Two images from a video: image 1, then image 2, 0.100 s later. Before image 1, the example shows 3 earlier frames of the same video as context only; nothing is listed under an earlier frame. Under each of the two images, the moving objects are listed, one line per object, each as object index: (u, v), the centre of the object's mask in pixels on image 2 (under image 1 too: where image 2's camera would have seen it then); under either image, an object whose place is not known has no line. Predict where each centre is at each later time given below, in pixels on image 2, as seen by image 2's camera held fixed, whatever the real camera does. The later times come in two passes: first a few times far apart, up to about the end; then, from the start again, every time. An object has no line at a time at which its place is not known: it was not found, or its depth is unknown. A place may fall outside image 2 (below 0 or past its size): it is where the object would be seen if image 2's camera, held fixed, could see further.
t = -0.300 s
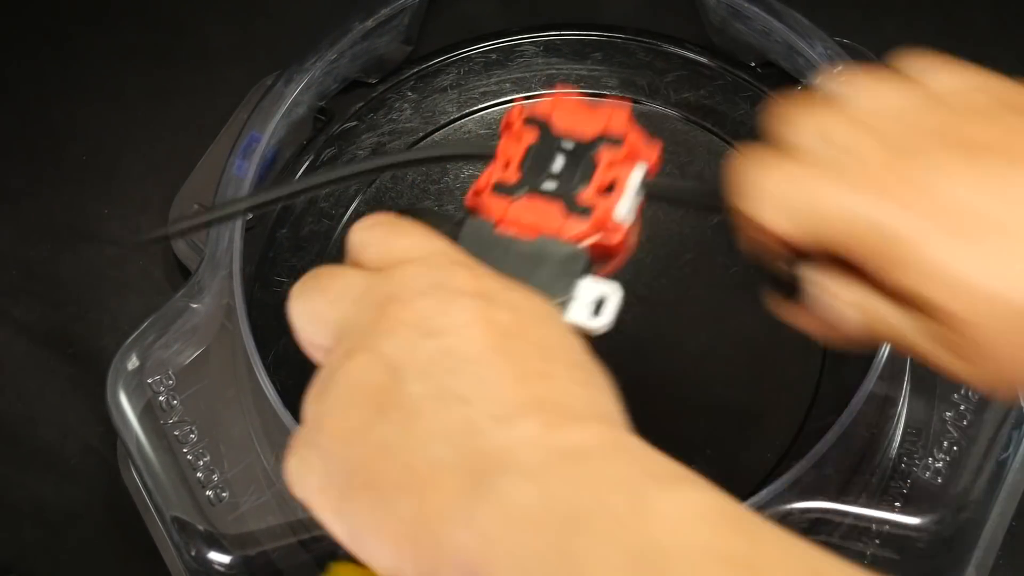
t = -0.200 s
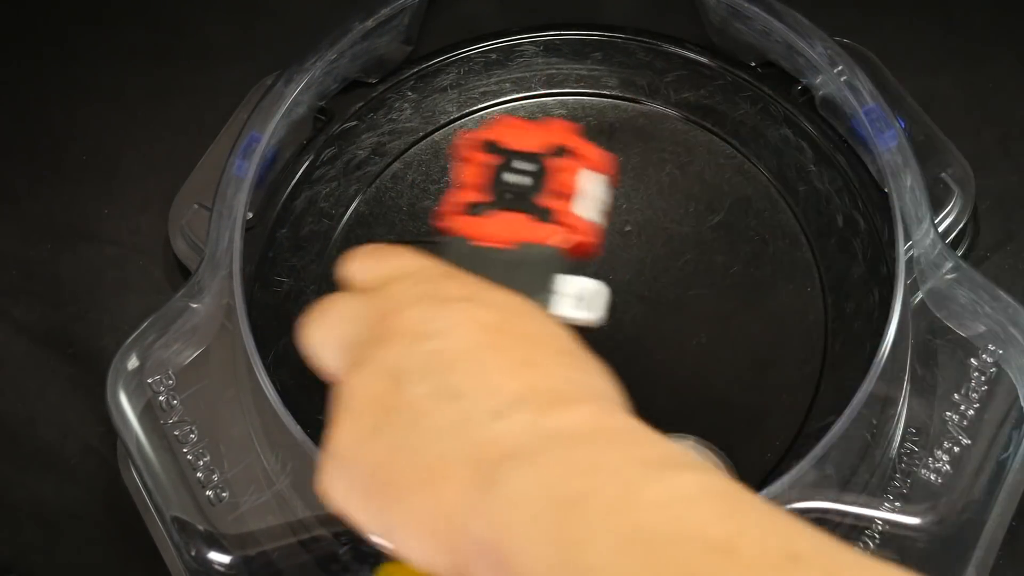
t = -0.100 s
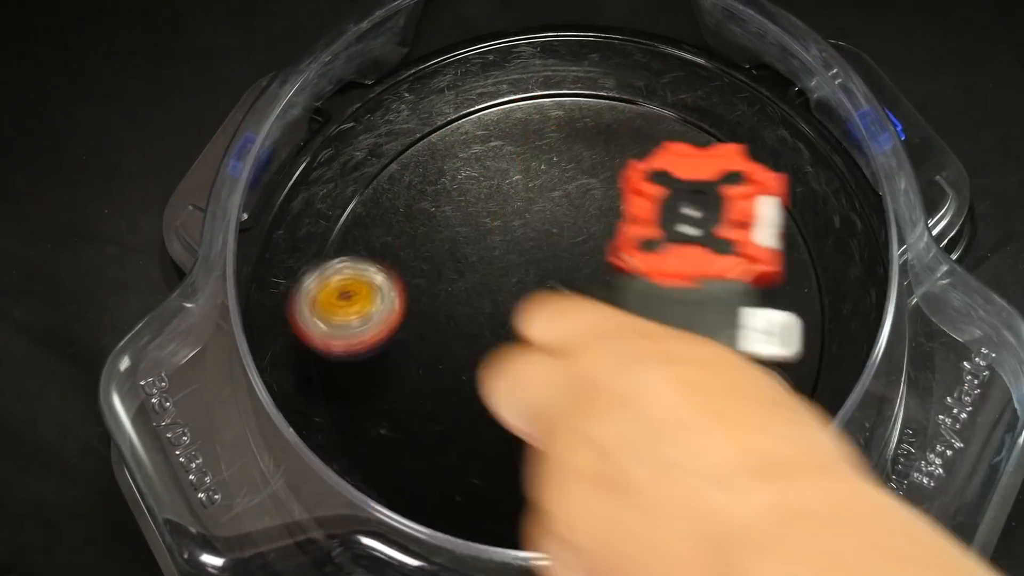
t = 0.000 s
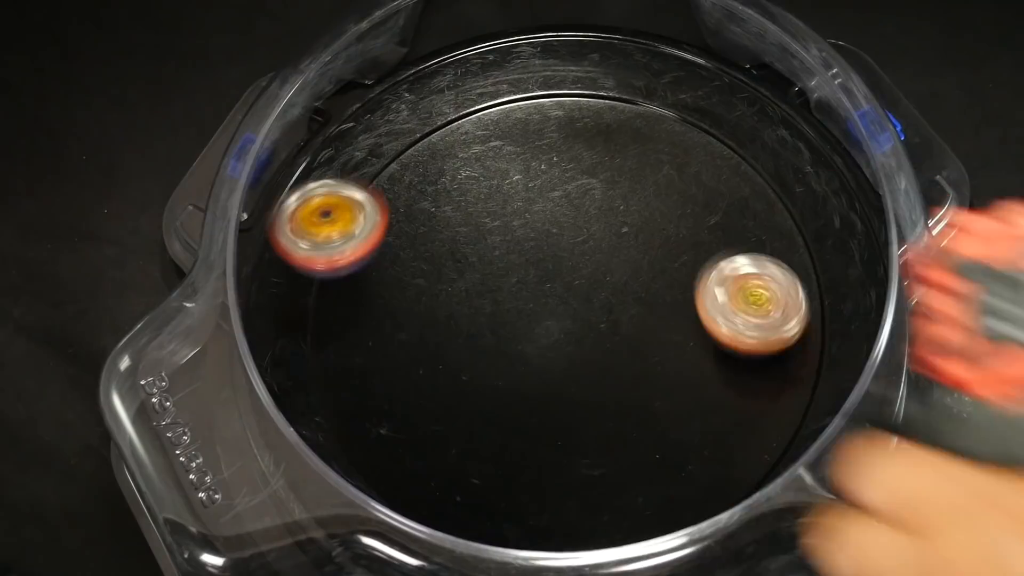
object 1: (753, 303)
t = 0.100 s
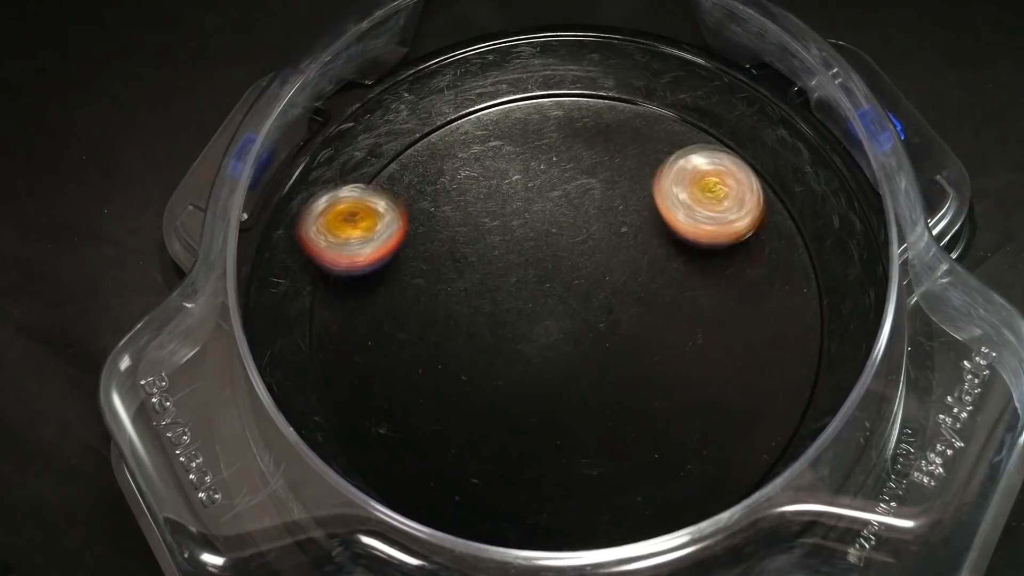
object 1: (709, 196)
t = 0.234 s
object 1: (588, 90)
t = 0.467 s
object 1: (383, 143)
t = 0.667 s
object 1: (399, 423)
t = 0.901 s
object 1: (705, 469)
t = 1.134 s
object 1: (760, 157)
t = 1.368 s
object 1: (367, 189)
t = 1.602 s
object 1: (596, 529)
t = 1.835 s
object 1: (698, 125)
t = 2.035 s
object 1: (315, 346)
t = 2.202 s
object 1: (727, 462)
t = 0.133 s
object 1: (683, 164)
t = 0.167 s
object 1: (655, 137)
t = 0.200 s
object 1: (623, 113)
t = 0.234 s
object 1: (588, 90)
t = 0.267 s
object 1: (553, 75)
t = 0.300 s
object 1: (517, 66)
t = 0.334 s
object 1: (481, 62)
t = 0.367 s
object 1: (444, 63)
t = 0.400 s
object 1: (417, 78)
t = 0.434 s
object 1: (399, 109)
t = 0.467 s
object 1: (383, 143)
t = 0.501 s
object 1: (371, 184)
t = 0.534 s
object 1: (364, 230)
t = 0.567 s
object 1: (362, 276)
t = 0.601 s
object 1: (366, 326)
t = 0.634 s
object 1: (378, 375)
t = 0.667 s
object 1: (399, 423)
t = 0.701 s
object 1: (428, 466)
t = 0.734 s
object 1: (468, 494)
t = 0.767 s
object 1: (510, 524)
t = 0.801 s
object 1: (555, 529)
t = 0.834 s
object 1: (607, 513)
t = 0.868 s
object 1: (657, 495)
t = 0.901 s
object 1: (705, 469)
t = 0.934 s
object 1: (747, 436)
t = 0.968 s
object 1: (785, 394)
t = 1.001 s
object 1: (814, 348)
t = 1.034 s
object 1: (825, 300)
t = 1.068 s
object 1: (811, 251)
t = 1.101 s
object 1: (789, 203)
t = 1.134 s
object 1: (760, 157)
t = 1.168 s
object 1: (715, 123)
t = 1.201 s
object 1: (660, 100)
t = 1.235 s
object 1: (600, 86)
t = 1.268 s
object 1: (536, 89)
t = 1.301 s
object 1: (472, 110)
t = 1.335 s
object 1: (413, 139)
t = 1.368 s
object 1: (367, 189)
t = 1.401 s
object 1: (334, 248)
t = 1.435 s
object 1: (322, 317)
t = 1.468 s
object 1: (336, 388)
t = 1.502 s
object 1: (374, 450)
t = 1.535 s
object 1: (433, 501)
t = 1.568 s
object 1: (512, 528)
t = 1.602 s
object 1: (596, 529)
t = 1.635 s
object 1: (682, 509)
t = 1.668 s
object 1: (748, 462)
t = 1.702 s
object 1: (792, 393)
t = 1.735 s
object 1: (814, 320)
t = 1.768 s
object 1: (802, 243)
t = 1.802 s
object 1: (761, 176)
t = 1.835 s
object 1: (698, 125)
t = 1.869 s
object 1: (620, 98)
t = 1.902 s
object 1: (533, 98)
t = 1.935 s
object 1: (445, 124)
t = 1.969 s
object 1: (371, 176)
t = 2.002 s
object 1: (324, 253)
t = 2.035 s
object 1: (315, 346)
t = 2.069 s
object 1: (352, 429)
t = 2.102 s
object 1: (427, 500)
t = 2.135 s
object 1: (530, 529)
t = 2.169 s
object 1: (637, 508)
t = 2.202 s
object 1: (727, 462)
